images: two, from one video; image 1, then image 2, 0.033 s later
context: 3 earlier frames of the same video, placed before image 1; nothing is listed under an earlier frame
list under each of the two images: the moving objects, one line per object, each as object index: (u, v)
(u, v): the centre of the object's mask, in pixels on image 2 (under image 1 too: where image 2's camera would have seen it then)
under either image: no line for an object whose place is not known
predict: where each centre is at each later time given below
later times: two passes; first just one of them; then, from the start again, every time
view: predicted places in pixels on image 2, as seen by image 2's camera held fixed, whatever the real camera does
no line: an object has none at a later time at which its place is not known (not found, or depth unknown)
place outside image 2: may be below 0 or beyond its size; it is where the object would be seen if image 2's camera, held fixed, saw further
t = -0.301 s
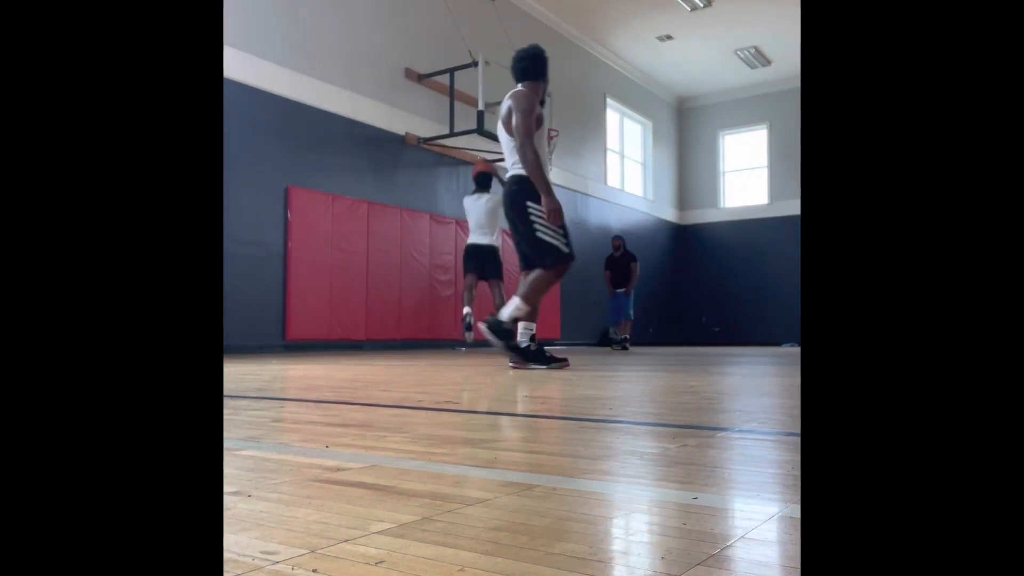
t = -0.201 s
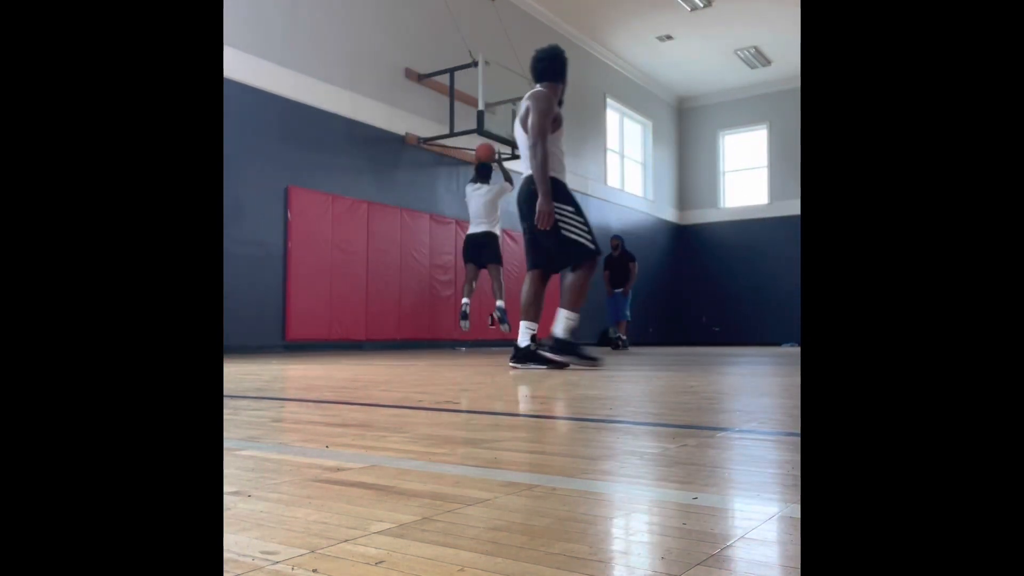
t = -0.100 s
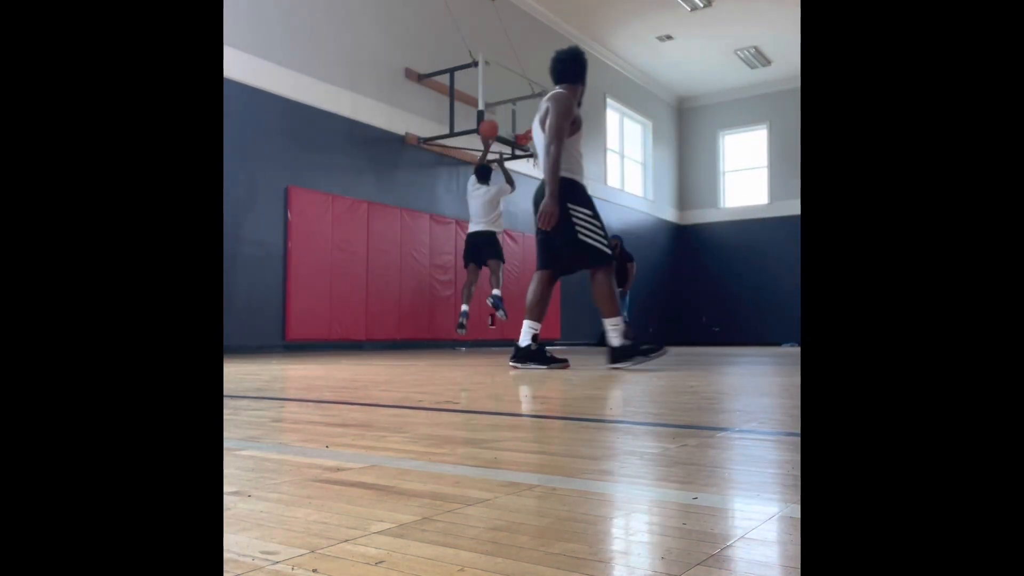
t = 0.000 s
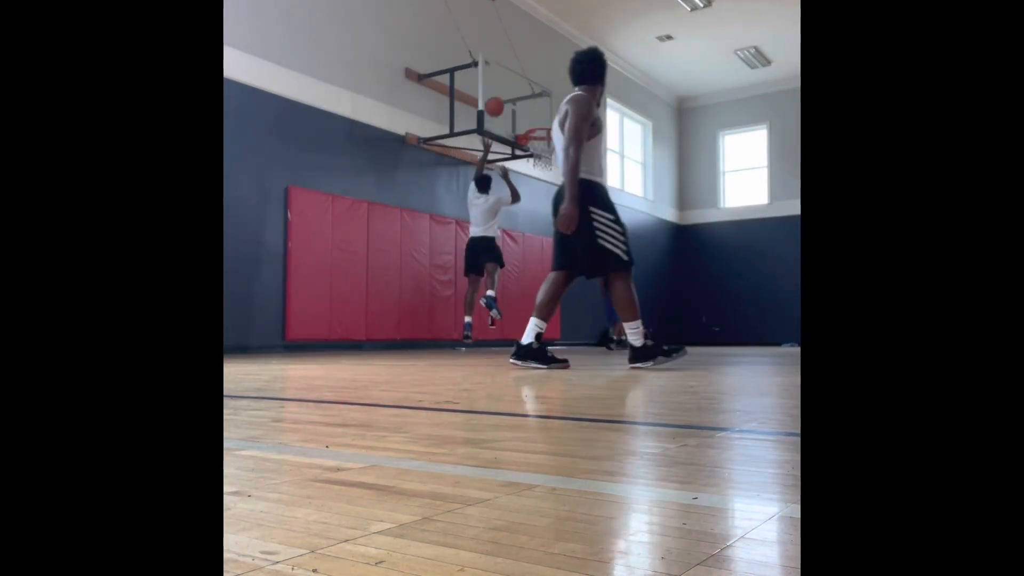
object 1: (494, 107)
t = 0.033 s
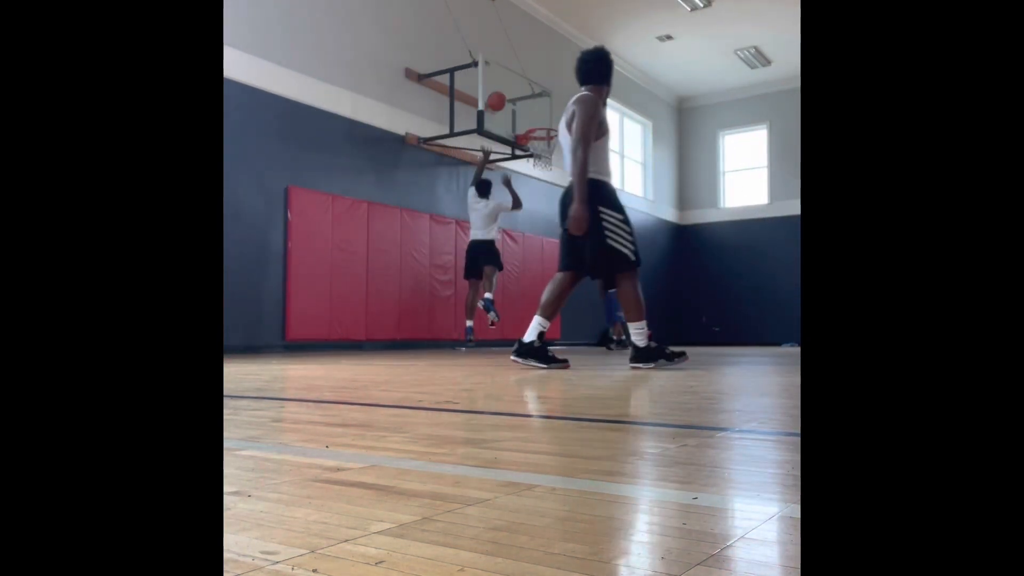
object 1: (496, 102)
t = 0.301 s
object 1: (510, 91)
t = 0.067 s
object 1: (498, 97)
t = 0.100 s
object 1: (500, 94)
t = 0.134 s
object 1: (502, 91)
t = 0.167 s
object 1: (503, 89)
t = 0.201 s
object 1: (505, 88)
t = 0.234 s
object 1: (507, 88)
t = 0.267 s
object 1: (508, 89)
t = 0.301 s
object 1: (510, 91)
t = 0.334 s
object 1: (511, 93)
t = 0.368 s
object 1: (512, 96)
